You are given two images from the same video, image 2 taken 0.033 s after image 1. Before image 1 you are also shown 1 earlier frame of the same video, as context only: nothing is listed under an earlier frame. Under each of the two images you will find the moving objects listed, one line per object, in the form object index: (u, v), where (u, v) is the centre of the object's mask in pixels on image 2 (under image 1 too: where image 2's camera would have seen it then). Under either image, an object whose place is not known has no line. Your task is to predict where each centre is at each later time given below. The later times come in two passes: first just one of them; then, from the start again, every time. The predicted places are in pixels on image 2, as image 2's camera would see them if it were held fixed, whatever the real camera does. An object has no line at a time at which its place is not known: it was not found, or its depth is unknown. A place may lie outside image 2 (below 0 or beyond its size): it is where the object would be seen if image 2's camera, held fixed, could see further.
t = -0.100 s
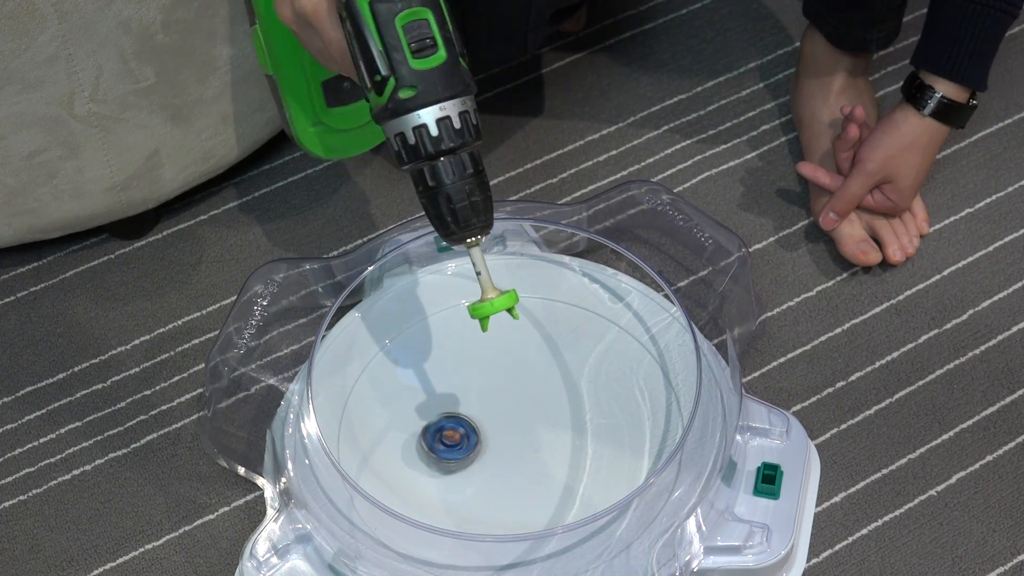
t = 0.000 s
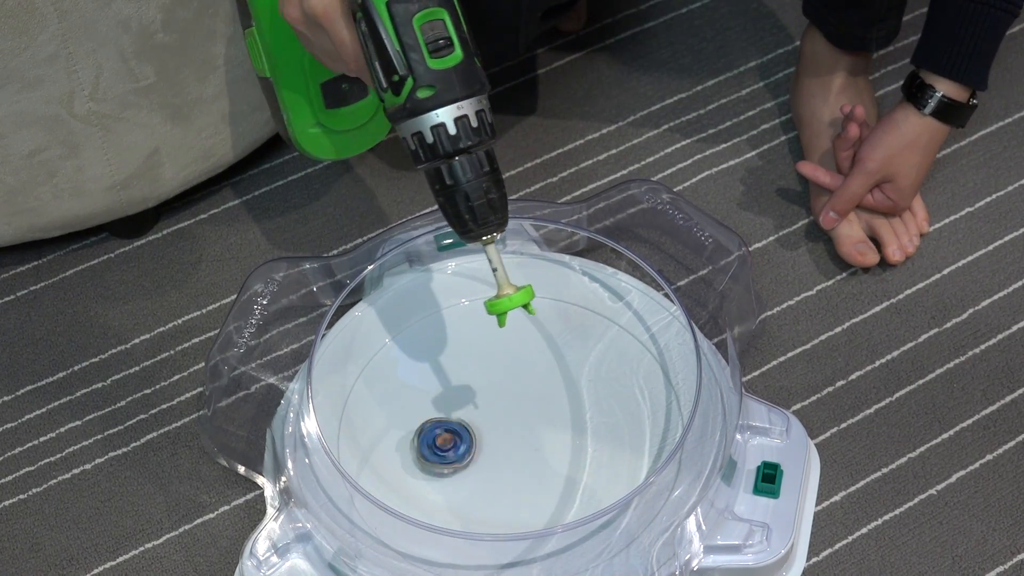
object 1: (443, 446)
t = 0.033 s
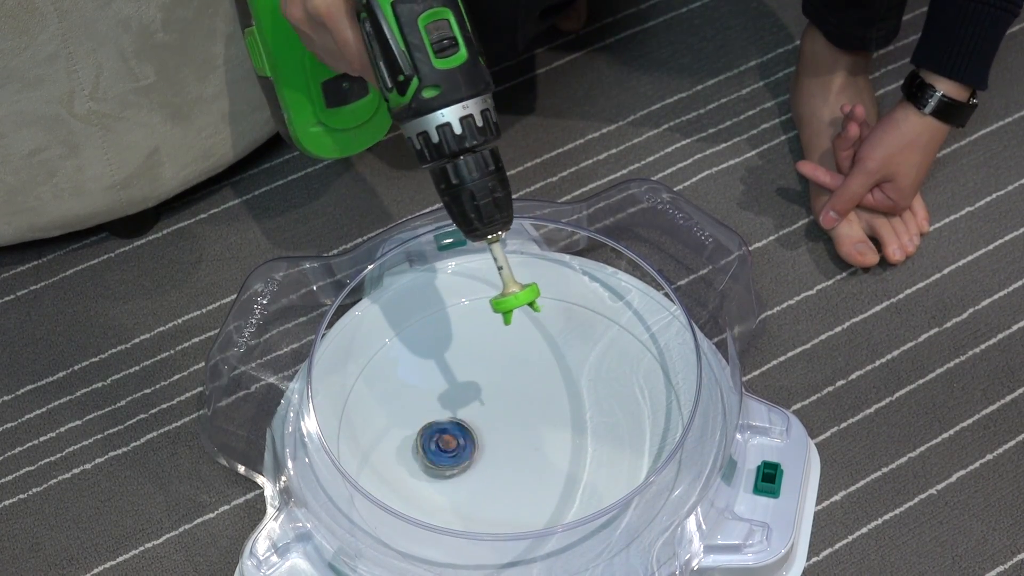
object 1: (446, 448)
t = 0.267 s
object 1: (485, 442)
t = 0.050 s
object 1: (447, 448)
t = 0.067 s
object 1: (448, 448)
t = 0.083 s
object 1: (451, 449)
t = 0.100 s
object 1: (453, 449)
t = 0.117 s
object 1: (456, 449)
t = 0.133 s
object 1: (459, 449)
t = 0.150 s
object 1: (462, 449)
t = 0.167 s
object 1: (466, 448)
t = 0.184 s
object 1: (469, 448)
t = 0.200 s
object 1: (472, 446)
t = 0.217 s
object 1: (475, 446)
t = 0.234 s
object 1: (479, 444)
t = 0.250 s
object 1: (482, 443)
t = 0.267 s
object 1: (485, 442)
